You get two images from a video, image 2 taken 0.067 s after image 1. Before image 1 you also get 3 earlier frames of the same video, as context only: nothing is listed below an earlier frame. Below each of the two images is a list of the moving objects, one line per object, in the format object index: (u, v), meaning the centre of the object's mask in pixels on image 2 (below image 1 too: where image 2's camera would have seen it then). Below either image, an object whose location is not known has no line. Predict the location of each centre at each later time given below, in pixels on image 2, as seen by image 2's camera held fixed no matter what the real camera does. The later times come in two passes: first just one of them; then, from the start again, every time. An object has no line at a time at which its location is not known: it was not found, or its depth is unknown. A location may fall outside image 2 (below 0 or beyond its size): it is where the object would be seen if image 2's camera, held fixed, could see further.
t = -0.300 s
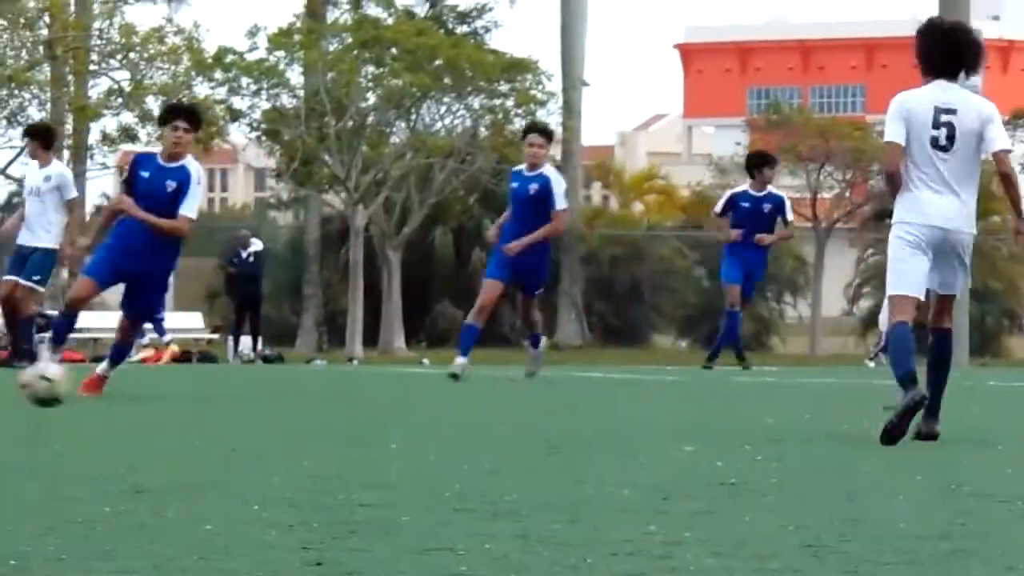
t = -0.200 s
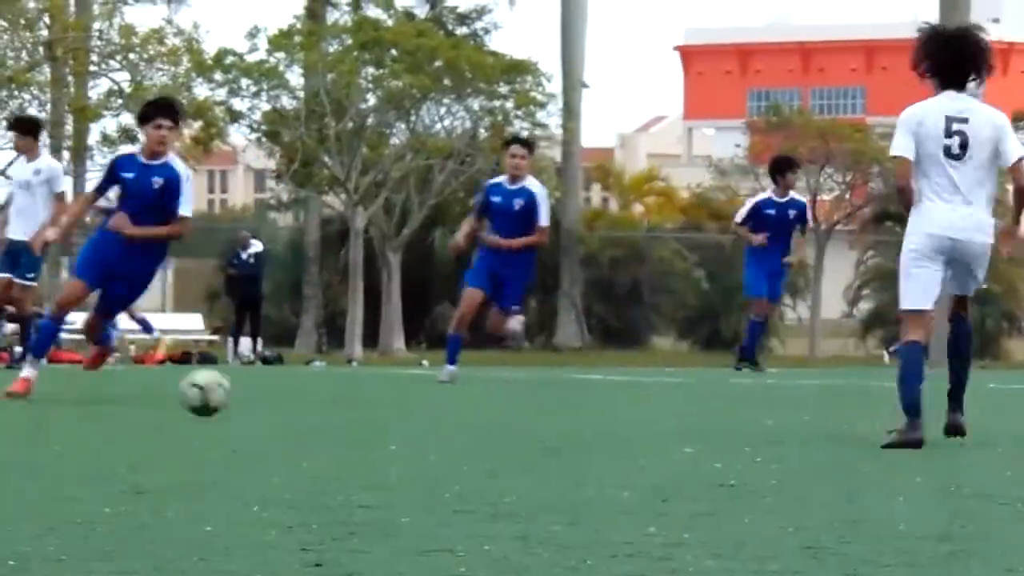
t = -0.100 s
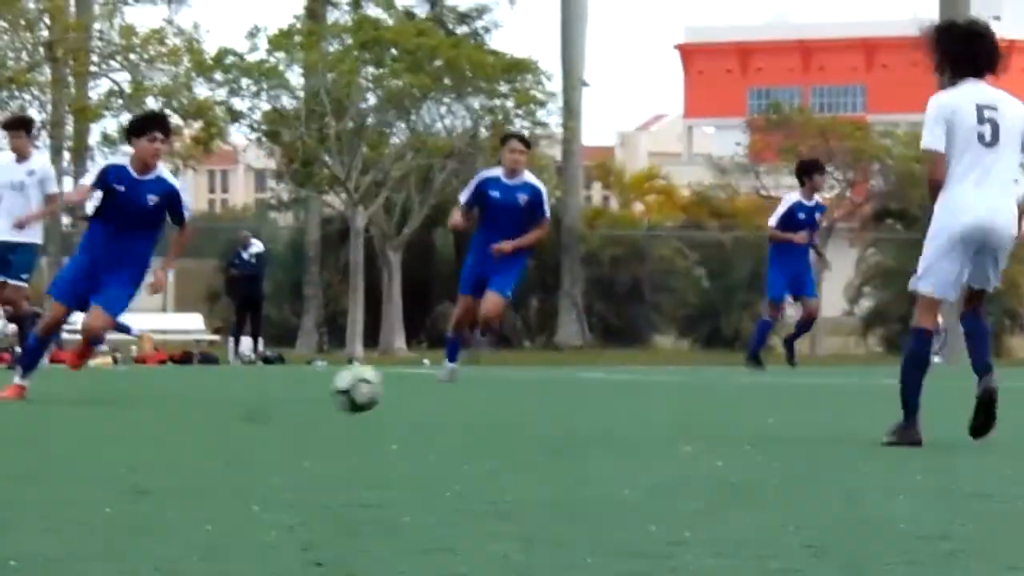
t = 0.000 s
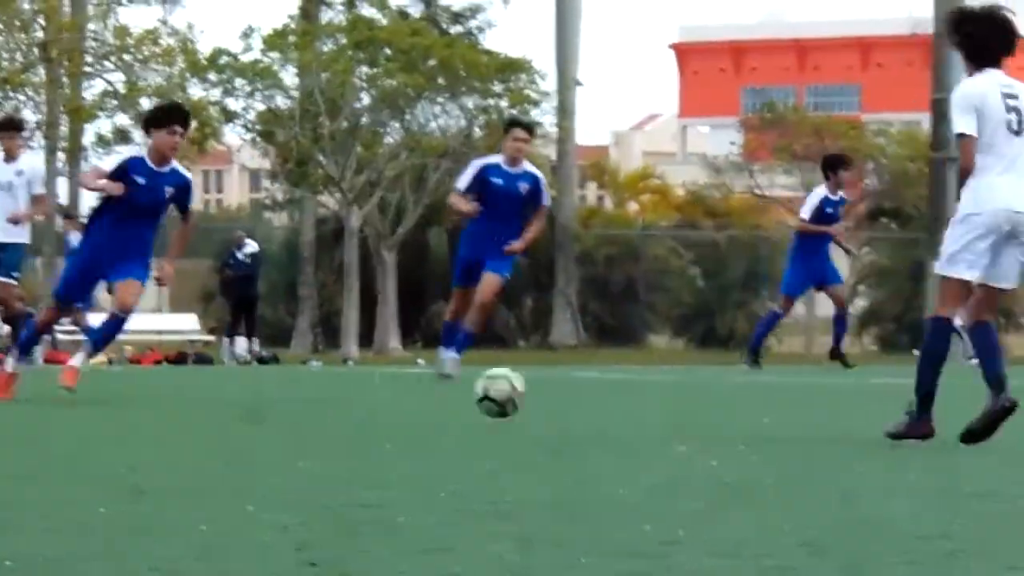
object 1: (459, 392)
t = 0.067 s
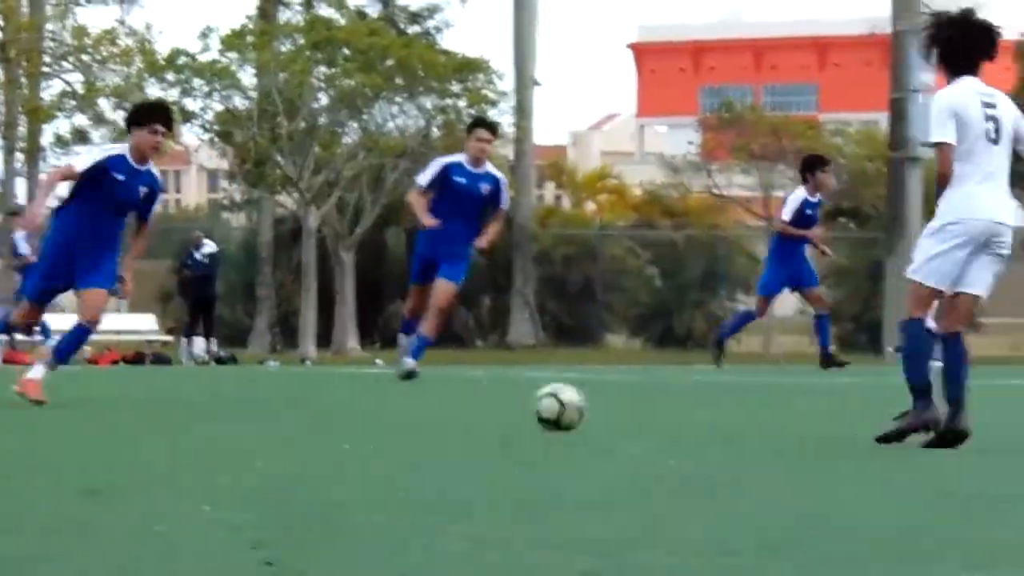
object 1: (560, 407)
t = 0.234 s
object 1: (769, 400)
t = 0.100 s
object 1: (601, 401)
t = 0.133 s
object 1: (643, 396)
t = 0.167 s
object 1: (686, 394)
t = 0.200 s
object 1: (728, 396)
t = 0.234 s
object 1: (769, 400)
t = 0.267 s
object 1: (813, 407)
